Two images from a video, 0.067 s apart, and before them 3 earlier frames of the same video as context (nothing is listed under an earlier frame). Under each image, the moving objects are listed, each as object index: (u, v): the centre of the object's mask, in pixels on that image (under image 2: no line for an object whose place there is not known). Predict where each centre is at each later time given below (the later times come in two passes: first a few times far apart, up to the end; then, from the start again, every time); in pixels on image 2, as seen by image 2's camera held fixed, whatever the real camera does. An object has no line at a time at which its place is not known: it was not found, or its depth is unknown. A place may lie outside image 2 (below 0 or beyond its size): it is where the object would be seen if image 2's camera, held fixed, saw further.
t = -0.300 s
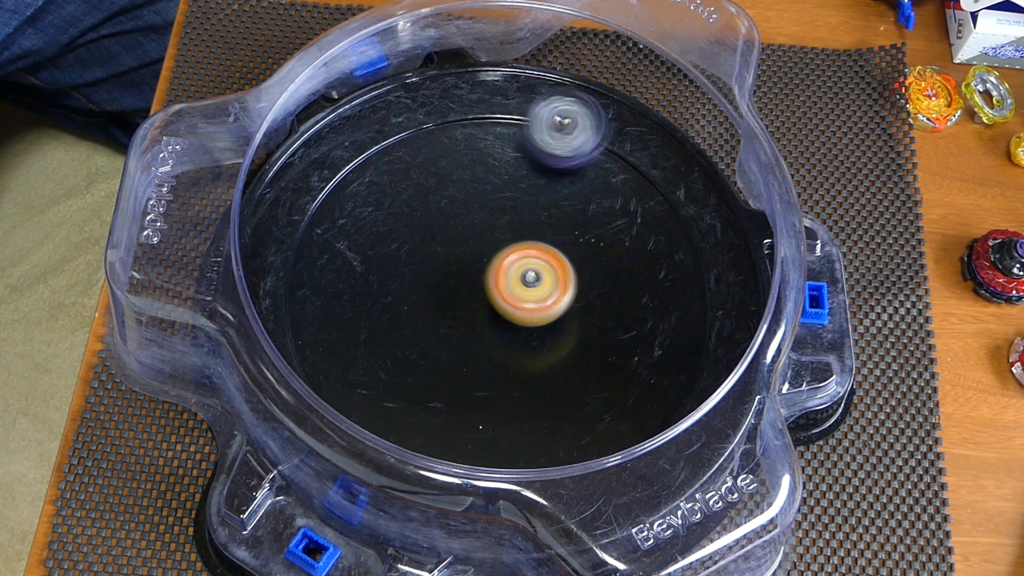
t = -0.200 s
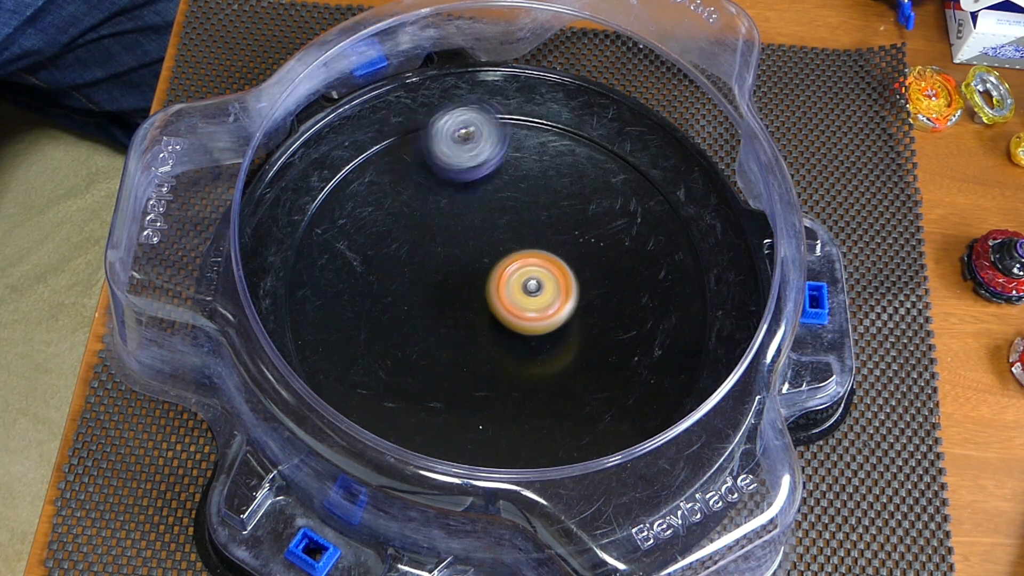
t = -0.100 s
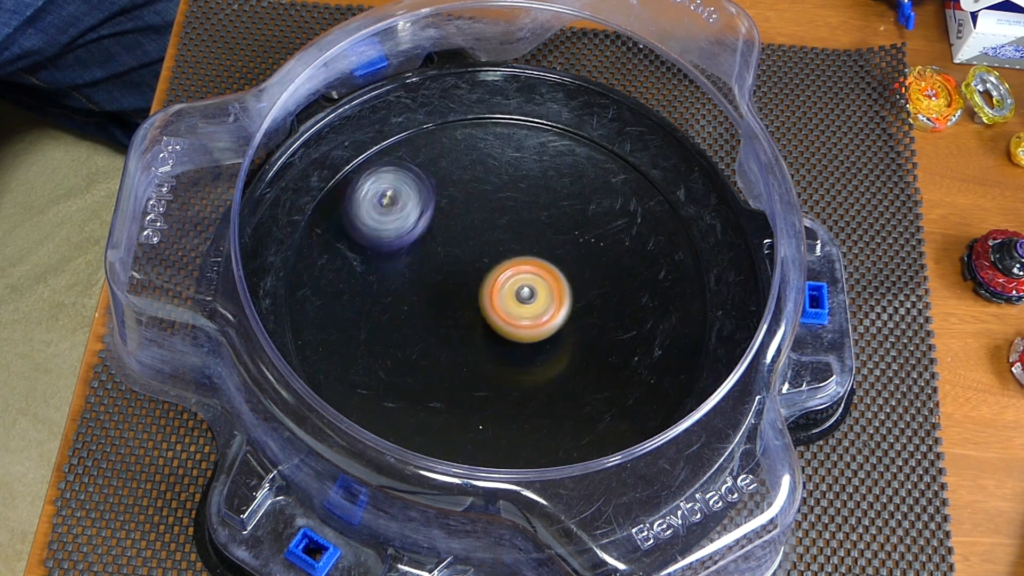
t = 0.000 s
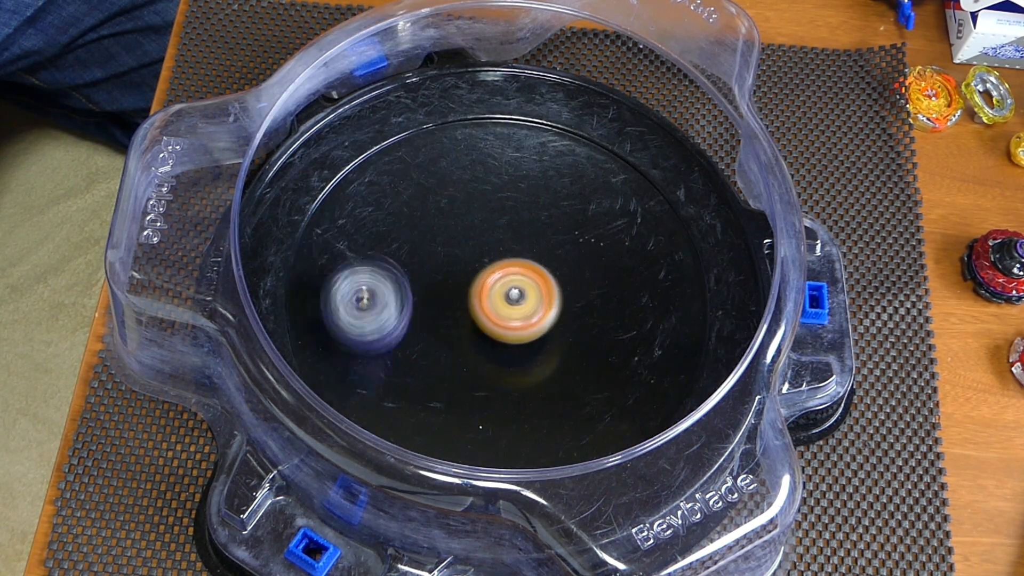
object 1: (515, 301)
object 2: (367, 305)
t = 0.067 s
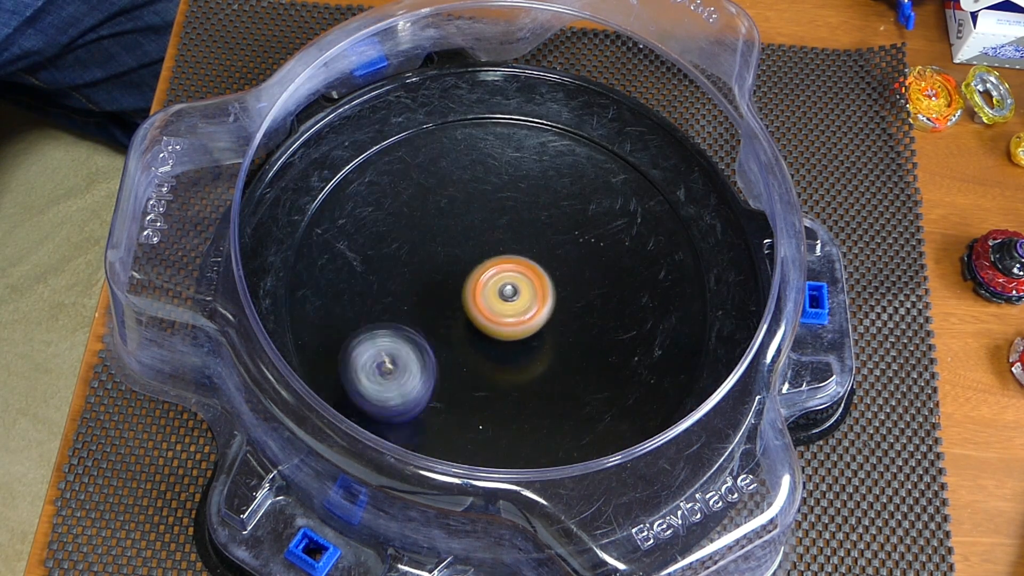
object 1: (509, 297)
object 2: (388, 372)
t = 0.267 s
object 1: (513, 284)
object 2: (582, 454)
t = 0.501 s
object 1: (530, 292)
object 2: (694, 279)
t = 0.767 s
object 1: (520, 313)
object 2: (488, 165)
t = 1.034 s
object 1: (496, 307)
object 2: (333, 336)
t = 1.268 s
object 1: (495, 293)
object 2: (511, 447)
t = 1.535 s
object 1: (502, 296)
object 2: (654, 283)
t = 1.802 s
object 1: (497, 296)
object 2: (472, 145)
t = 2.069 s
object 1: (497, 290)
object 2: (320, 273)
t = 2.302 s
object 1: (501, 287)
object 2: (464, 404)
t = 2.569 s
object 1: (505, 287)
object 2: (639, 285)
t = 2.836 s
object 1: (507, 289)
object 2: (549, 150)
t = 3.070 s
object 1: (508, 291)
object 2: (409, 212)
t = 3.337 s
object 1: (508, 292)
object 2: (465, 374)
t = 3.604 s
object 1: (507, 292)
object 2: (631, 350)
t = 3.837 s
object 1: (505, 292)
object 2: (611, 220)
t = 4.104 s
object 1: (504, 292)
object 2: (432, 220)
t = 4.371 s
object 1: (505, 292)
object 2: (397, 360)
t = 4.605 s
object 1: (505, 292)
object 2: (541, 407)
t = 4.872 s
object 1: (505, 292)
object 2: (603, 257)
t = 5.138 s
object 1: (505, 292)
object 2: (472, 176)
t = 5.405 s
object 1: (505, 292)
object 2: (372, 278)
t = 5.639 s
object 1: (505, 292)
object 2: (498, 382)
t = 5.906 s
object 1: (504, 292)
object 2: (632, 297)
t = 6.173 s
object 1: (505, 292)
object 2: (568, 177)
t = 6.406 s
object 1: (505, 292)
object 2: (426, 225)
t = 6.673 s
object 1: (505, 292)
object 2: (447, 376)
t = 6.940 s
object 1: (505, 292)
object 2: (601, 376)
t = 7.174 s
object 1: (505, 292)
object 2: (602, 249)
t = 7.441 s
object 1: (504, 292)
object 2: (447, 208)
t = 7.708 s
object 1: (505, 292)
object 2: (379, 319)
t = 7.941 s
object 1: (505, 292)
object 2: (507, 385)
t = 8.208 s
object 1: (501, 287)
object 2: (612, 276)
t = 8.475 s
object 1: (500, 286)
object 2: (533, 176)
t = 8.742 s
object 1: (501, 288)
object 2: (411, 253)
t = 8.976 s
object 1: (532, 300)
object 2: (424, 375)
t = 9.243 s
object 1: (522, 297)
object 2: (585, 371)
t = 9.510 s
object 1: (514, 291)
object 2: (587, 229)
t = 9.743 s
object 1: (509, 290)
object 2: (463, 182)
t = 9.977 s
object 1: (504, 289)
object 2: (382, 274)
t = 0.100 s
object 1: (508, 295)
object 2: (411, 400)
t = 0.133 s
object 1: (508, 292)
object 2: (440, 419)
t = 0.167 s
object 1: (507, 290)
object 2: (472, 433)
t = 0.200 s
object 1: (508, 288)
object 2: (507, 441)
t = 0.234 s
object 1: (510, 286)
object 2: (546, 454)
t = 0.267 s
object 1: (513, 284)
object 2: (582, 454)
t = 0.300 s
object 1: (515, 283)
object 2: (616, 443)
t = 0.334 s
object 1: (517, 283)
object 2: (638, 419)
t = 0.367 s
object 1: (521, 283)
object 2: (657, 392)
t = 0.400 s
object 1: (523, 284)
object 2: (677, 365)
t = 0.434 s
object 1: (526, 286)
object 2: (690, 336)
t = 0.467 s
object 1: (528, 289)
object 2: (695, 307)
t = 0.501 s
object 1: (530, 292)
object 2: (694, 279)
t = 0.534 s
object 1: (530, 294)
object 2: (684, 249)
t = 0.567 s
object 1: (530, 298)
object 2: (669, 223)
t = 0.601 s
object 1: (530, 301)
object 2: (648, 202)
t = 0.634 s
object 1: (529, 304)
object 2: (622, 184)
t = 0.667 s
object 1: (527, 306)
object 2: (591, 171)
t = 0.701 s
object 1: (524, 309)
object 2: (559, 165)
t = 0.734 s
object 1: (522, 311)
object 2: (524, 162)
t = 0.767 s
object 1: (520, 313)
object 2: (488, 165)
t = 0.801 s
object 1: (516, 313)
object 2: (455, 173)
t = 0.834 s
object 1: (513, 314)
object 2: (424, 184)
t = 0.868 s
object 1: (510, 314)
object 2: (396, 202)
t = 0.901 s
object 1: (507, 314)
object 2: (372, 222)
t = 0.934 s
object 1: (504, 312)
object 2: (353, 248)
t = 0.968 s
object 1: (500, 311)
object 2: (340, 276)
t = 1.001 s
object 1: (498, 310)
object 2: (333, 305)
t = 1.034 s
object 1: (496, 307)
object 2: (333, 336)
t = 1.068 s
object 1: (494, 305)
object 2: (343, 364)
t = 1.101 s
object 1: (493, 302)
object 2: (359, 388)
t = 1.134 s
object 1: (492, 300)
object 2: (382, 410)
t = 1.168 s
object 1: (493, 298)
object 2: (407, 432)
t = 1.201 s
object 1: (493, 295)
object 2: (438, 441)
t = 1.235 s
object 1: (493, 294)
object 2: (475, 445)
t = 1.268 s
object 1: (495, 293)
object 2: (511, 447)
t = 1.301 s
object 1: (497, 293)
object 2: (549, 454)
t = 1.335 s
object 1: (498, 292)
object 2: (580, 443)
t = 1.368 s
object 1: (499, 292)
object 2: (607, 421)
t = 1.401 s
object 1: (500, 293)
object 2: (629, 401)
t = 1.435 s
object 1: (501, 293)
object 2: (645, 374)
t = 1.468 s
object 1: (501, 294)
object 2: (655, 344)
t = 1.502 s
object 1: (501, 295)
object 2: (658, 312)
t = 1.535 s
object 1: (502, 296)
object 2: (654, 283)
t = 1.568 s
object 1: (502, 296)
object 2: (644, 254)
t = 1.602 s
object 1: (501, 296)
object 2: (630, 225)
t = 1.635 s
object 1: (499, 296)
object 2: (612, 204)
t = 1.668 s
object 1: (499, 297)
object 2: (588, 185)
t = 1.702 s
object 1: (499, 297)
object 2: (561, 169)
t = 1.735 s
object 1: (498, 296)
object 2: (533, 158)
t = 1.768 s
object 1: (497, 296)
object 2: (503, 148)
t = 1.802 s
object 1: (497, 296)
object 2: (472, 145)
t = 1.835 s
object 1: (496, 295)
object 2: (442, 145)
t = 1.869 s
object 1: (496, 294)
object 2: (413, 149)
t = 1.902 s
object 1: (495, 293)
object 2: (386, 160)
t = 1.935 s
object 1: (495, 293)
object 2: (363, 175)
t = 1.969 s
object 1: (496, 292)
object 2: (345, 195)
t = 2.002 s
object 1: (496, 291)
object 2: (329, 218)
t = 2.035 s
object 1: (496, 290)
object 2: (320, 244)
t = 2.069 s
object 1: (497, 290)
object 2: (320, 273)
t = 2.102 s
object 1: (497, 289)
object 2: (325, 300)
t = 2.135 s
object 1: (498, 289)
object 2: (335, 327)
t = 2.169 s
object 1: (498, 288)
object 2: (352, 352)
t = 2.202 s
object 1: (500, 288)
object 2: (376, 373)
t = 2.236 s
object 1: (501, 287)
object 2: (401, 388)
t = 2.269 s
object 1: (501, 287)
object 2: (430, 399)
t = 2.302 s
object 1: (501, 287)
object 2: (464, 404)
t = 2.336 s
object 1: (502, 287)
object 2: (496, 403)
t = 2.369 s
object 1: (503, 287)
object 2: (528, 399)
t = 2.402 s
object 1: (504, 286)
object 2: (557, 387)
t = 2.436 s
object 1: (504, 286)
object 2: (582, 372)
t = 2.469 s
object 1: (504, 287)
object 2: (605, 352)
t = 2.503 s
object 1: (505, 288)
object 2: (620, 331)
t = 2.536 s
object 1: (505, 287)
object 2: (632, 307)
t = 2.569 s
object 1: (505, 287)
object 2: (639, 285)
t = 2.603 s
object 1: (505, 288)
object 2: (641, 260)
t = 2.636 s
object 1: (506, 288)
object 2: (638, 237)
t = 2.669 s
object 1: (506, 288)
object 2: (632, 216)
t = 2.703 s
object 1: (506, 288)
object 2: (621, 197)
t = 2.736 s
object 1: (506, 289)
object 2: (606, 180)
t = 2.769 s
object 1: (507, 289)
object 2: (589, 166)
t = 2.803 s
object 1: (506, 289)
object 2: (570, 156)
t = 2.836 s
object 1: (507, 289)
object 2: (549, 150)
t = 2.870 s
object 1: (506, 290)
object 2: (527, 147)
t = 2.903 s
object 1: (507, 290)
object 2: (503, 149)
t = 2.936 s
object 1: (507, 290)
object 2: (482, 154)
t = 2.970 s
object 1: (508, 290)
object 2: (460, 161)
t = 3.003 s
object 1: (508, 290)
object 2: (440, 174)
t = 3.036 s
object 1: (508, 291)
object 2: (424, 191)
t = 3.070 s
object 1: (508, 291)
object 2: (409, 212)
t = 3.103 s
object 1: (508, 291)
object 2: (401, 232)
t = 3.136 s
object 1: (508, 291)
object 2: (396, 256)
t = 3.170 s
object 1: (508, 291)
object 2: (398, 280)
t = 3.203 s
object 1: (508, 291)
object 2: (402, 303)
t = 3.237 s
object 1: (507, 291)
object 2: (413, 325)
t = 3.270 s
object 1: (507, 292)
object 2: (426, 343)
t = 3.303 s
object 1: (508, 292)
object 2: (444, 360)
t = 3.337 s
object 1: (508, 292)
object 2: (465, 374)
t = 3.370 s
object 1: (508, 292)
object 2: (489, 385)
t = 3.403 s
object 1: (508, 293)
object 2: (512, 391)
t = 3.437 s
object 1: (508, 293)
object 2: (535, 393)
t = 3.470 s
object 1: (508, 293)
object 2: (556, 390)
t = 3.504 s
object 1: (508, 292)
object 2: (579, 385)
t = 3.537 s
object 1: (507, 292)
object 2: (599, 376)
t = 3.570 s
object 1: (507, 293)
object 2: (615, 364)
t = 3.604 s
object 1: (507, 292)
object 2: (631, 350)
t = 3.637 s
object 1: (506, 293)
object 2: (641, 333)
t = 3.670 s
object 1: (506, 292)
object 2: (648, 314)
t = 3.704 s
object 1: (506, 293)
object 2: (651, 294)
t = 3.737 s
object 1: (505, 292)
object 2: (648, 274)
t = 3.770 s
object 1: (506, 292)
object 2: (641, 254)
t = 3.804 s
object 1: (505, 292)
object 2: (629, 236)
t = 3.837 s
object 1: (505, 292)
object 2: (611, 220)
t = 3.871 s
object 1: (505, 292)
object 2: (591, 207)
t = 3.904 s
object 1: (505, 292)
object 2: (568, 198)
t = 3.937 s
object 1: (505, 293)
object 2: (544, 193)
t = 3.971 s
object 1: (505, 292)
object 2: (519, 192)
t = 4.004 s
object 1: (505, 292)
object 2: (495, 194)
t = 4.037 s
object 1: (504, 292)
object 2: (471, 200)
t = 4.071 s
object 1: (505, 293)
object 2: (451, 208)
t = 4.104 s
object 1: (504, 292)
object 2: (432, 220)
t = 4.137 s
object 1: (505, 292)
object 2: (416, 233)
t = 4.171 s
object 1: (504, 292)
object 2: (403, 249)
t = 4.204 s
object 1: (505, 292)
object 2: (393, 267)
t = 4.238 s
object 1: (505, 292)
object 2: (387, 284)
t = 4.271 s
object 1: (505, 292)
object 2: (384, 303)
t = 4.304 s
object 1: (505, 292)
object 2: (384, 322)
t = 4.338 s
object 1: (504, 292)
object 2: (389, 341)
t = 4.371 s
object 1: (505, 292)
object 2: (397, 360)
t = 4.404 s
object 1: (505, 292)
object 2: (409, 376)
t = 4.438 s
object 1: (505, 292)
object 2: (425, 392)
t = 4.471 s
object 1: (505, 292)
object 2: (445, 403)
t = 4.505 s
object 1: (504, 292)
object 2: (467, 411)
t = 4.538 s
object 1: (505, 292)
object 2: (491, 414)
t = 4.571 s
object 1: (505, 292)
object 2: (517, 413)
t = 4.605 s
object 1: (505, 292)
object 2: (541, 407)
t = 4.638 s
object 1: (505, 292)
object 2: (563, 396)
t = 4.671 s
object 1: (505, 292)
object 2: (582, 379)
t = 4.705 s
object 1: (505, 292)
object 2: (596, 361)
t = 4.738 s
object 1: (504, 292)
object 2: (606, 341)
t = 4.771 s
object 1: (504, 292)
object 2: (611, 319)
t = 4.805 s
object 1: (505, 292)
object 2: (613, 298)
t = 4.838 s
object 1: (504, 292)
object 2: (609, 276)
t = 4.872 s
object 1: (505, 292)
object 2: (603, 257)
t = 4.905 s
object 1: (504, 292)
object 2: (593, 237)
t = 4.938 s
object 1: (504, 292)
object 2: (580, 220)
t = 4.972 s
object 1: (505, 292)
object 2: (565, 207)
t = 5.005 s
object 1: (504, 292)
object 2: (548, 195)
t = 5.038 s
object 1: (505, 292)
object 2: (531, 187)
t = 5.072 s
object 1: (505, 292)
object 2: (510, 180)
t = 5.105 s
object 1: (505, 292)
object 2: (492, 177)
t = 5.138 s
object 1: (505, 292)
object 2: (472, 176)
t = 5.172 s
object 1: (505, 292)
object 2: (453, 178)
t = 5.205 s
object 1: (504, 292)
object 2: (433, 183)
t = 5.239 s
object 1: (505, 292)
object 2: (415, 192)
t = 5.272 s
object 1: (505, 292)
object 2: (399, 202)
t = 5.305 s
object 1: (504, 292)
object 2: (386, 217)
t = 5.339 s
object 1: (505, 292)
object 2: (377, 235)
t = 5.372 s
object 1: (505, 292)
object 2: (372, 255)
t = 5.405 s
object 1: (505, 292)
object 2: (372, 278)
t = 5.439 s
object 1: (505, 292)
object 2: (378, 300)
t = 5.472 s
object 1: (505, 292)
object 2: (389, 321)
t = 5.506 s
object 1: (505, 292)
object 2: (404, 340)
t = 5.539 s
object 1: (505, 292)
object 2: (424, 357)
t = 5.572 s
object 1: (505, 292)
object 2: (447, 370)
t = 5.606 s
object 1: (505, 292)
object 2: (472, 378)
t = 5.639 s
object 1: (505, 292)
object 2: (498, 382)
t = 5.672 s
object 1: (505, 292)
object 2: (524, 382)
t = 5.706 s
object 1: (504, 292)
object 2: (547, 377)
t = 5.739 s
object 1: (505, 292)
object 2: (568, 369)
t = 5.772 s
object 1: (505, 292)
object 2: (587, 359)
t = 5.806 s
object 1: (504, 292)
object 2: (603, 345)
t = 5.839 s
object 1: (504, 292)
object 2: (616, 331)
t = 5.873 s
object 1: (505, 292)
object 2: (625, 314)
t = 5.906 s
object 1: (504, 292)
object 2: (632, 297)
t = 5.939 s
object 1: (504, 292)
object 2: (636, 279)
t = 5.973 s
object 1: (505, 292)
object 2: (636, 260)
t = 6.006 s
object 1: (505, 292)
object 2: (634, 242)
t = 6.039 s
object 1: (505, 292)
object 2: (628, 224)
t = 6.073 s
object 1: (505, 292)
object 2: (618, 211)
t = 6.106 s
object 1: (505, 292)
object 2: (604, 197)
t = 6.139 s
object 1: (505, 292)
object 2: (588, 187)
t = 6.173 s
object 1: (505, 292)
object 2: (568, 177)
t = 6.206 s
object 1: (505, 292)
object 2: (547, 173)
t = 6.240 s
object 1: (505, 292)
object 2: (522, 173)
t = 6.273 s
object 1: (505, 292)
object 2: (501, 176)
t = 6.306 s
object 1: (505, 292)
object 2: (479, 183)
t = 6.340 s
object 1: (505, 292)
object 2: (458, 194)
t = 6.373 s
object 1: (505, 292)
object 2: (441, 208)
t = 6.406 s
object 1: (505, 292)
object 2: (426, 225)
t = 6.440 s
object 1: (505, 292)
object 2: (415, 245)
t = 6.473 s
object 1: (505, 292)
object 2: (408, 265)
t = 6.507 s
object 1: (505, 292)
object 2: (406, 286)
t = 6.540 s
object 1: (505, 292)
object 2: (407, 306)
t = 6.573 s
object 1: (505, 292)
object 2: (412, 327)
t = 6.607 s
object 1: (505, 292)
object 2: (421, 345)
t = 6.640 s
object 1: (505, 292)
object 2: (432, 362)
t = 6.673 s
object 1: (505, 292)
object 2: (447, 376)
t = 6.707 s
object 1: (505, 292)
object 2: (464, 388)
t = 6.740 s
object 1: (505, 292)
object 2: (483, 397)
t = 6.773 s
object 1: (505, 292)
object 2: (503, 403)
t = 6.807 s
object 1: (505, 292)
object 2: (525, 405)
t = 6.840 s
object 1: (505, 292)
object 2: (546, 403)
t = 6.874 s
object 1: (505, 292)
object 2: (568, 398)
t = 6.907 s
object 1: (505, 292)
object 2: (585, 389)
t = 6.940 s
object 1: (505, 292)
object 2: (601, 376)
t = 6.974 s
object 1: (504, 292)
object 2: (613, 362)
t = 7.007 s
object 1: (505, 292)
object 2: (622, 344)
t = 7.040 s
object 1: (505, 292)
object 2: (626, 325)
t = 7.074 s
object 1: (504, 292)
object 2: (626, 305)
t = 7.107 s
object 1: (504, 292)
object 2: (622, 284)
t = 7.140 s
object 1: (505, 292)
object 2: (614, 266)
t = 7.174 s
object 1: (505, 292)
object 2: (602, 249)
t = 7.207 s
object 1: (505, 292)
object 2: (587, 234)
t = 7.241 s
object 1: (504, 292)
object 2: (569, 221)
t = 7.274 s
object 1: (504, 292)
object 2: (550, 212)
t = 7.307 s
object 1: (505, 292)
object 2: (528, 204)
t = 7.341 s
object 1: (505, 292)
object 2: (508, 202)
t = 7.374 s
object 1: (505, 293)
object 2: (487, 201)
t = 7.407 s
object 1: (504, 293)
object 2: (466, 203)
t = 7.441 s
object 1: (504, 292)
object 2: (447, 208)
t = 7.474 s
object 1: (505, 292)
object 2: (430, 214)
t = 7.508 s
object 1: (505, 292)
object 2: (414, 224)
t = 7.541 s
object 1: (504, 292)
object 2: (400, 236)
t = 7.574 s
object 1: (504, 292)
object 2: (388, 248)
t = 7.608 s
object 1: (504, 292)
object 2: (381, 265)
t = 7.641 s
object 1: (504, 292)
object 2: (376, 282)
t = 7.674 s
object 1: (505, 292)
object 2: (376, 300)
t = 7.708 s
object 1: (505, 292)
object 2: (379, 319)
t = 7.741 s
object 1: (504, 292)
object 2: (388, 336)
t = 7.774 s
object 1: (504, 292)
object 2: (400, 353)
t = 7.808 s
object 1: (504, 292)
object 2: (417, 367)
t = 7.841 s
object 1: (505, 292)
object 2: (437, 378)
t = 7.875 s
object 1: (505, 292)
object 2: (459, 385)
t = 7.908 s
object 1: (505, 292)
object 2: (484, 387)
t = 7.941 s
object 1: (505, 292)
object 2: (507, 385)
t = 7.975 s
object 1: (505, 292)
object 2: (531, 379)
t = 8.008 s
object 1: (505, 291)
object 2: (551, 370)
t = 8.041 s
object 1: (505, 291)
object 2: (568, 357)
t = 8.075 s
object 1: (505, 291)
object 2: (583, 342)
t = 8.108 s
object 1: (503, 290)
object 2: (595, 328)
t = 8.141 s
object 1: (502, 288)
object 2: (604, 311)
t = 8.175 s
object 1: (501, 287)
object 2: (610, 294)
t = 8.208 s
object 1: (501, 287)
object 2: (612, 276)
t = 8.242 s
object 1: (500, 286)
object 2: (612, 259)
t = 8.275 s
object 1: (501, 286)
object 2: (608, 243)
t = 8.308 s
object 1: (501, 286)
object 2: (602, 226)
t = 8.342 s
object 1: (501, 286)
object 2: (593, 212)
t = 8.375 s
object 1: (501, 286)
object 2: (581, 200)
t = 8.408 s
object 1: (500, 286)
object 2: (566, 188)
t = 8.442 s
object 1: (500, 286)
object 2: (550, 182)
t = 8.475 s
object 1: (500, 286)
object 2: (533, 176)
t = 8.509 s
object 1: (500, 286)
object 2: (514, 175)
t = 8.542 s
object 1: (501, 287)
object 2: (494, 176)
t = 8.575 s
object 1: (501, 287)
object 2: (474, 180)
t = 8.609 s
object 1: (501, 287)
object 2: (456, 190)
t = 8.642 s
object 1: (501, 288)
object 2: (441, 201)
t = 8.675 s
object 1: (501, 288)
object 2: (427, 216)
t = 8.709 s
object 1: (501, 288)
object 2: (417, 235)
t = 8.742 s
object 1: (501, 288)
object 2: (411, 253)
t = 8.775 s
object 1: (502, 288)
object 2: (409, 273)
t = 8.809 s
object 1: (507, 290)
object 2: (405, 292)
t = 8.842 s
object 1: (518, 293)
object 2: (398, 308)
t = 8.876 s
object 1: (525, 296)
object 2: (398, 324)
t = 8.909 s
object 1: (529, 298)
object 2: (403, 342)
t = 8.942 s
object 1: (531, 300)
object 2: (411, 360)
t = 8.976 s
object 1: (532, 300)
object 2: (424, 375)
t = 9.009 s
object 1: (531, 301)
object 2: (442, 389)
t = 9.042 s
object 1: (530, 300)
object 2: (462, 399)
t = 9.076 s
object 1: (529, 300)
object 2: (483, 404)
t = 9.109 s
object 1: (527, 300)
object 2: (507, 406)
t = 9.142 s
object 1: (526, 299)
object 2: (529, 403)
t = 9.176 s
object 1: (525, 299)
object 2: (550, 395)
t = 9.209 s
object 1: (523, 298)
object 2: (568, 384)
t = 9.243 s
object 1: (522, 297)
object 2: (585, 371)
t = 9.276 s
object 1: (521, 296)
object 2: (597, 354)
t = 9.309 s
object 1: (519, 296)
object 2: (605, 336)
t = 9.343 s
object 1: (518, 295)
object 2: (611, 319)
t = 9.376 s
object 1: (516, 294)
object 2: (612, 299)
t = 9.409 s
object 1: (515, 293)
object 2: (610, 281)
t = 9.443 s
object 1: (515, 292)
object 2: (605, 262)
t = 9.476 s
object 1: (514, 292)
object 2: (598, 245)
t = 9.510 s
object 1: (514, 291)
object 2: (587, 229)
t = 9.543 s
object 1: (513, 291)
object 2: (573, 215)
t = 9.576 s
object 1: (512, 291)
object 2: (559, 203)
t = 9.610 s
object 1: (512, 291)
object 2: (541, 193)
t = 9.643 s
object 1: (511, 290)
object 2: (523, 187)
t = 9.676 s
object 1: (511, 290)
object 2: (502, 181)
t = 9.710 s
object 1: (510, 290)
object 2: (483, 180)
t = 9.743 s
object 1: (509, 290)
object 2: (463, 182)
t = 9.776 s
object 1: (509, 290)
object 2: (443, 187)
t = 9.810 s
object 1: (508, 290)
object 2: (427, 195)
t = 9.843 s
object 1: (507, 290)
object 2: (410, 206)
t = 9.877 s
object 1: (506, 290)
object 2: (398, 220)
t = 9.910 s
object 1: (505, 289)
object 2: (387, 236)
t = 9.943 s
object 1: (505, 289)
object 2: (383, 256)
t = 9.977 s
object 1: (504, 289)
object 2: (382, 274)
